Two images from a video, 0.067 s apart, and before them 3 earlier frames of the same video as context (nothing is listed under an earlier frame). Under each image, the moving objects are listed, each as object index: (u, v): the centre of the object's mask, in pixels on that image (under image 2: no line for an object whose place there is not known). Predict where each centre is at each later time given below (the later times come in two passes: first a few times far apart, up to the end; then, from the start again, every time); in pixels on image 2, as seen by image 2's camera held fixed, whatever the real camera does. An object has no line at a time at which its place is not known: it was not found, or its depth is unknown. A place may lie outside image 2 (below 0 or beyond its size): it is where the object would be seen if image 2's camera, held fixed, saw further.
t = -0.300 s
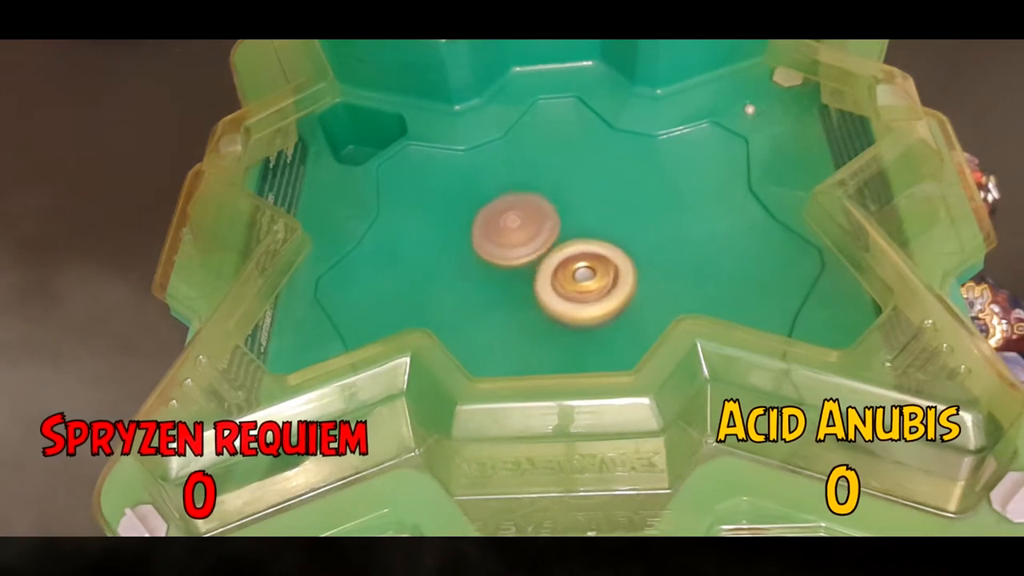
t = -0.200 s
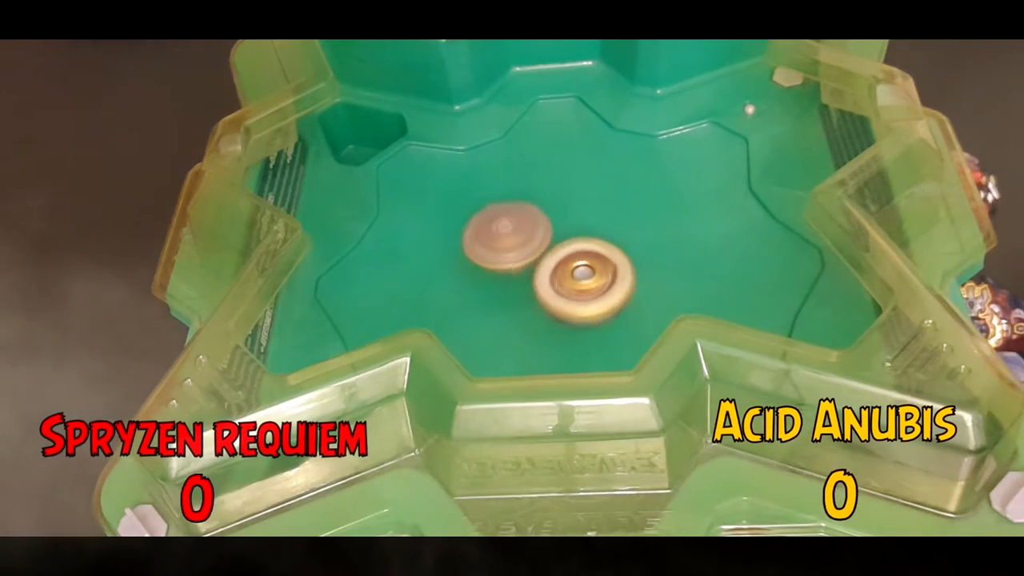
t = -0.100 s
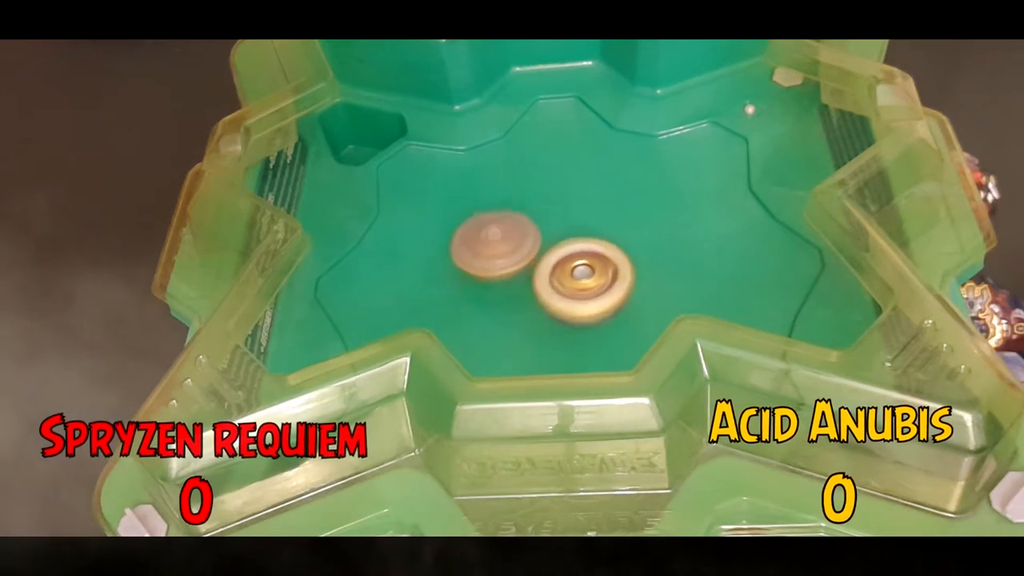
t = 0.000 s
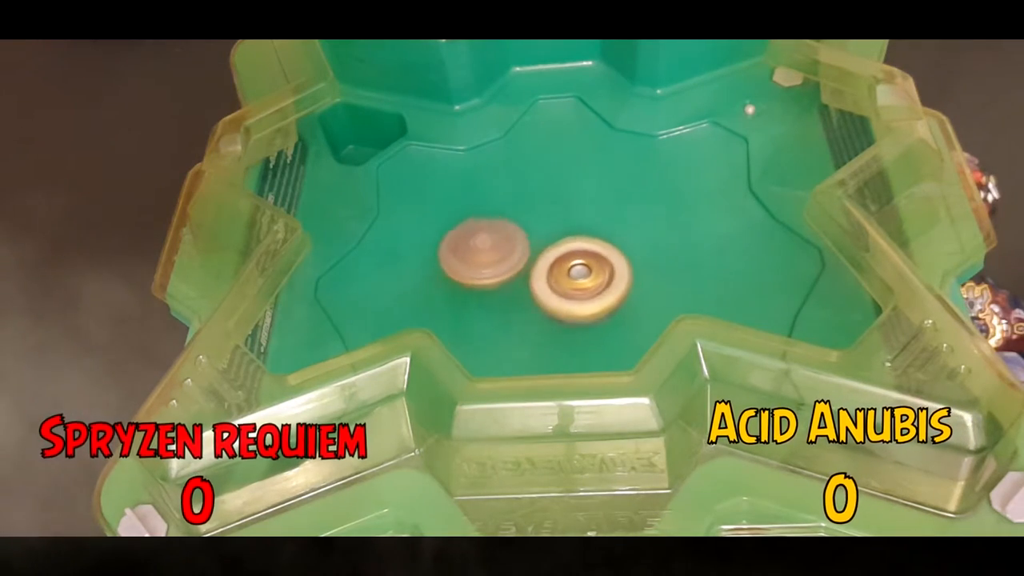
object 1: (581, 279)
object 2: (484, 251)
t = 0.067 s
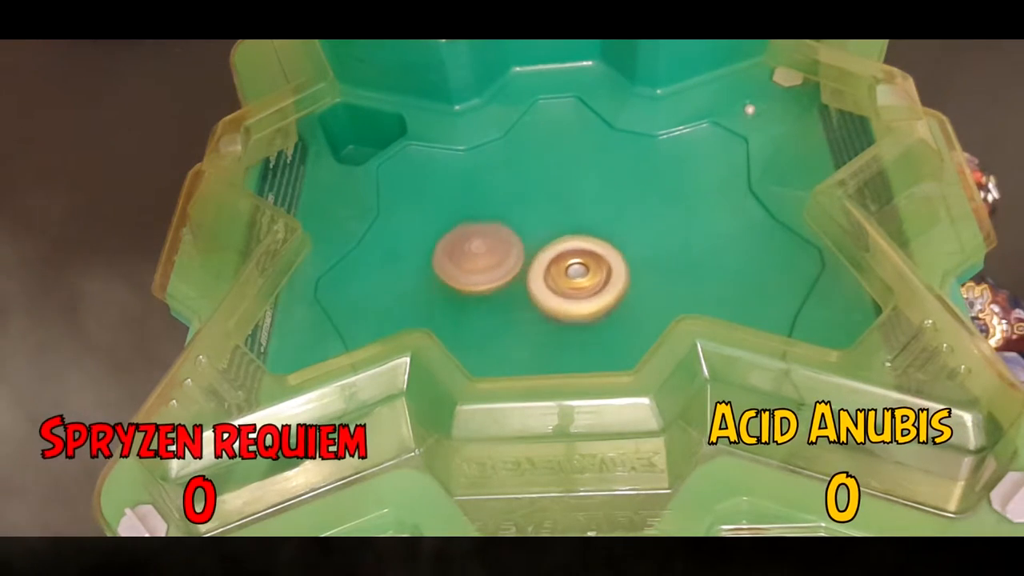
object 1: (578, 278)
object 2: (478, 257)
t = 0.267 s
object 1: (569, 275)
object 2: (467, 271)
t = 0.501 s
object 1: (573, 270)
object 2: (473, 289)
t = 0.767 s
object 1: (595, 260)
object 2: (468, 305)
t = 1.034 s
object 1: (587, 254)
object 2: (501, 313)
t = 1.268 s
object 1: (579, 245)
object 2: (518, 337)
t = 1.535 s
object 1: (560, 255)
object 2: (542, 347)
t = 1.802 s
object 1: (554, 268)
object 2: (567, 346)
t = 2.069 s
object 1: (557, 264)
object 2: (591, 342)
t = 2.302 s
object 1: (557, 257)
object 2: (609, 329)
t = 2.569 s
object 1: (548, 254)
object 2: (625, 314)
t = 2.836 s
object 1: (543, 262)
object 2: (638, 297)
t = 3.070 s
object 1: (536, 270)
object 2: (640, 283)
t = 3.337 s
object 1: (534, 277)
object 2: (642, 268)
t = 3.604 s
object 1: (539, 284)
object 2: (638, 253)
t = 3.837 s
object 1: (546, 286)
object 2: (634, 244)
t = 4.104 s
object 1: (546, 290)
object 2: (624, 235)
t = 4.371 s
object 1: (547, 292)
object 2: (611, 226)
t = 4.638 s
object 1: (550, 292)
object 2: (594, 220)
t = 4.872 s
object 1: (554, 292)
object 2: (581, 218)
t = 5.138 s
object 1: (562, 295)
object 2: (565, 218)
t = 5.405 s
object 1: (569, 296)
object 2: (548, 220)
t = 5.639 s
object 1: (576, 295)
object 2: (535, 217)
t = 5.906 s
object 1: (578, 291)
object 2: (527, 222)
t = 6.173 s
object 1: (585, 298)
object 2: (513, 222)
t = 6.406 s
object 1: (584, 292)
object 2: (507, 234)
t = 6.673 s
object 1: (577, 288)
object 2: (491, 250)
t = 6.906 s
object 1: (574, 286)
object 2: (480, 261)
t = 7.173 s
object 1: (577, 280)
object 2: (479, 270)
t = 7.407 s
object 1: (587, 271)
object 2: (480, 277)
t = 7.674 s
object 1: (586, 261)
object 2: (488, 289)
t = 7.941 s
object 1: (597, 247)
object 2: (471, 305)
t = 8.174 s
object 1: (583, 250)
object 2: (483, 309)
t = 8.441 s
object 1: (581, 263)
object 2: (504, 326)
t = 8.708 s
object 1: (588, 263)
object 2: (514, 339)
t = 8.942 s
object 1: (584, 265)
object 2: (531, 337)
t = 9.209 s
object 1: (577, 262)
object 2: (548, 341)
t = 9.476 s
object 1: (562, 258)
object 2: (560, 344)
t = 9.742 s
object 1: (550, 262)
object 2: (571, 340)
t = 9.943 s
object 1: (549, 265)
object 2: (585, 340)
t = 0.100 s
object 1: (576, 278)
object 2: (476, 259)
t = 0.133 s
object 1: (574, 277)
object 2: (474, 262)
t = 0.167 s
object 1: (573, 277)
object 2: (472, 264)
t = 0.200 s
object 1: (570, 277)
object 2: (471, 267)
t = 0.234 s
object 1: (569, 276)
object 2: (469, 269)
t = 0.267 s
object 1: (569, 275)
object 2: (467, 271)
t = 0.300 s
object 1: (571, 274)
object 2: (468, 274)
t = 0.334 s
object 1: (570, 274)
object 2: (468, 276)
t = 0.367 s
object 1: (571, 273)
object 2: (469, 279)
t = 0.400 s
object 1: (570, 272)
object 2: (470, 282)
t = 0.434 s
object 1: (572, 271)
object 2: (470, 284)
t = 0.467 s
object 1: (572, 270)
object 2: (472, 286)
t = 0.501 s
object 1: (573, 270)
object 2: (473, 289)
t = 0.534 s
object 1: (574, 269)
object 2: (474, 292)
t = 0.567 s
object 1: (581, 267)
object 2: (467, 294)
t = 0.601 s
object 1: (585, 266)
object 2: (465, 296)
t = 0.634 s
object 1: (589, 265)
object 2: (465, 298)
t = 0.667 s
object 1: (591, 264)
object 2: (465, 300)
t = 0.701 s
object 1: (593, 263)
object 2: (466, 302)
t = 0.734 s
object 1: (594, 261)
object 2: (467, 303)
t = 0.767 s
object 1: (595, 260)
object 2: (468, 305)
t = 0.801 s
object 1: (595, 259)
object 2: (471, 306)
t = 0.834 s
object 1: (595, 257)
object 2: (473, 307)
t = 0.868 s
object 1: (595, 256)
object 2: (477, 308)
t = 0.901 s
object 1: (594, 255)
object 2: (481, 309)
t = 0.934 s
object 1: (593, 255)
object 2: (486, 310)
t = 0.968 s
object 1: (591, 254)
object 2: (490, 311)
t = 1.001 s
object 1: (589, 254)
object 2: (495, 312)
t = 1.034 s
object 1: (587, 254)
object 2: (501, 313)
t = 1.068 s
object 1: (584, 255)
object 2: (507, 313)
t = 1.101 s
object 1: (582, 253)
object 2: (510, 316)
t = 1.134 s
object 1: (584, 249)
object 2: (508, 324)
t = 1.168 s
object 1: (584, 247)
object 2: (508, 328)
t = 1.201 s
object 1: (583, 246)
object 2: (512, 331)
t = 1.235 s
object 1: (582, 246)
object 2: (515, 334)
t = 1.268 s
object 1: (579, 245)
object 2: (518, 337)
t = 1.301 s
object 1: (578, 246)
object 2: (521, 340)
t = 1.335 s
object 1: (576, 246)
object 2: (524, 342)
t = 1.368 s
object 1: (572, 247)
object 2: (527, 343)
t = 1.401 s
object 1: (570, 248)
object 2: (530, 345)
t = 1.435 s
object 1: (567, 249)
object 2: (533, 346)
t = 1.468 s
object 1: (565, 251)
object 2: (536, 347)
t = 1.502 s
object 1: (563, 252)
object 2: (539, 347)
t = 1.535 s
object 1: (560, 255)
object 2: (542, 347)
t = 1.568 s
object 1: (559, 258)
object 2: (545, 347)
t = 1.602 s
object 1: (557, 260)
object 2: (549, 347)
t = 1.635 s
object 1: (555, 264)
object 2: (552, 346)
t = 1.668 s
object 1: (555, 266)
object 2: (555, 345)
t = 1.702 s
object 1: (553, 267)
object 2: (558, 345)
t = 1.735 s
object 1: (553, 267)
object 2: (561, 347)
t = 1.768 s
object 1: (554, 267)
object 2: (564, 347)
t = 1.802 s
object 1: (554, 268)
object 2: (567, 346)
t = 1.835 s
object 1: (555, 269)
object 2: (571, 346)
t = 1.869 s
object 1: (555, 268)
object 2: (574, 346)
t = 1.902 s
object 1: (555, 268)
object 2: (576, 346)
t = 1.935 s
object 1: (556, 267)
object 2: (580, 346)
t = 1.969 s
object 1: (555, 266)
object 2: (583, 345)
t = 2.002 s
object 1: (556, 266)
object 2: (586, 344)
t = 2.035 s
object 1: (557, 265)
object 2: (588, 343)
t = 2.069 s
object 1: (557, 264)
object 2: (591, 342)
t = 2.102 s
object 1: (558, 264)
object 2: (593, 341)
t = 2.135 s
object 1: (557, 263)
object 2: (596, 338)
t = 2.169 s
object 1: (557, 262)
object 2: (598, 336)
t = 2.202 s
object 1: (558, 262)
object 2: (601, 334)
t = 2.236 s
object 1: (557, 259)
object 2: (603, 333)
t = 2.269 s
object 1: (556, 258)
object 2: (605, 332)
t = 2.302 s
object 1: (557, 257)
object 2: (609, 329)
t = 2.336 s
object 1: (555, 257)
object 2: (611, 326)
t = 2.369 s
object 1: (554, 257)
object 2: (614, 323)
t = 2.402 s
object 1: (555, 256)
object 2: (616, 321)
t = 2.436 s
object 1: (553, 257)
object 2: (618, 318)
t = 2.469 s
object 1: (552, 257)
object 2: (620, 316)
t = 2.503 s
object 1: (551, 255)
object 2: (623, 315)
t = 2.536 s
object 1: (551, 255)
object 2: (623, 315)
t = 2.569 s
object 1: (548, 254)
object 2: (625, 314)
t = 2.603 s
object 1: (548, 254)
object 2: (628, 311)
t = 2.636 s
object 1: (547, 254)
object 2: (631, 309)
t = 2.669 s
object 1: (546, 256)
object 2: (633, 307)
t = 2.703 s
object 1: (545, 257)
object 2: (634, 305)
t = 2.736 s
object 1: (544, 258)
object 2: (636, 303)
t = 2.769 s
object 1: (543, 260)
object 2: (637, 301)
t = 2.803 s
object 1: (542, 261)
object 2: (637, 299)
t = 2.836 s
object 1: (543, 262)
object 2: (638, 297)
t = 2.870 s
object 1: (542, 265)
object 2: (638, 294)
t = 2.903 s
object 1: (542, 266)
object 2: (638, 292)
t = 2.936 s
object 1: (539, 267)
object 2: (640, 291)
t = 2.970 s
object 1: (538, 268)
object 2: (640, 290)
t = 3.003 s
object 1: (537, 268)
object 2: (641, 287)
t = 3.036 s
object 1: (536, 268)
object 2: (641, 286)
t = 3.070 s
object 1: (536, 270)
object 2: (640, 283)
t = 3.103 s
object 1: (536, 270)
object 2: (639, 282)
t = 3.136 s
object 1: (537, 271)
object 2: (638, 279)
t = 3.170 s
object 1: (535, 273)
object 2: (641, 278)
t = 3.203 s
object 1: (533, 273)
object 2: (643, 276)
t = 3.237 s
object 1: (533, 273)
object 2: (642, 274)
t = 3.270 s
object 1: (532, 275)
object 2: (643, 272)
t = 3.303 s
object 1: (532, 276)
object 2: (643, 270)
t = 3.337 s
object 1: (534, 277)
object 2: (642, 268)
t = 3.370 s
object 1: (534, 279)
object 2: (641, 266)
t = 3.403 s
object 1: (535, 280)
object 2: (640, 264)
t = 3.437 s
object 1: (538, 280)
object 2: (638, 262)
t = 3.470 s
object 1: (538, 282)
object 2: (638, 261)
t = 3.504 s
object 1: (538, 283)
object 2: (638, 259)
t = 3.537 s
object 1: (539, 283)
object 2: (637, 258)
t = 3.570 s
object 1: (540, 283)
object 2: (637, 255)
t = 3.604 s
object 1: (539, 284)
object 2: (638, 253)
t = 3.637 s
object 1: (540, 286)
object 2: (639, 252)
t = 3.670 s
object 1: (540, 285)
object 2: (638, 250)
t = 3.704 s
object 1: (539, 285)
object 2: (638, 249)
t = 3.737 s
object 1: (541, 286)
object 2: (637, 247)
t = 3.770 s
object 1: (542, 286)
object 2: (636, 246)
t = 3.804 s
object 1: (544, 286)
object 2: (635, 246)
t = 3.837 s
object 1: (546, 286)
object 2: (634, 244)
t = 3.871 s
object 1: (546, 287)
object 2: (633, 243)
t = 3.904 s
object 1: (547, 287)
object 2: (632, 243)
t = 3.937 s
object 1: (546, 288)
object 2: (630, 242)
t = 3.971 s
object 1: (546, 289)
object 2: (630, 239)
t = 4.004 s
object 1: (546, 290)
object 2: (630, 239)
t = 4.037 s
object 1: (545, 289)
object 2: (628, 237)
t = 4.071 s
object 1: (545, 290)
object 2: (626, 236)
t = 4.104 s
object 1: (546, 290)
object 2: (624, 235)
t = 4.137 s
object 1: (546, 289)
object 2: (621, 234)
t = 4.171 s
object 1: (546, 289)
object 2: (619, 234)
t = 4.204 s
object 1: (546, 290)
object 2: (617, 233)
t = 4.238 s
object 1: (546, 290)
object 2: (617, 231)
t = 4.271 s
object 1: (546, 291)
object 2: (617, 230)
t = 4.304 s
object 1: (545, 291)
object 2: (614, 228)
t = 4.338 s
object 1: (545, 291)
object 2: (612, 227)
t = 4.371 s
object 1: (547, 292)
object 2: (611, 226)
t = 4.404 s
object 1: (547, 291)
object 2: (608, 225)
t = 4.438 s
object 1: (547, 291)
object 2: (606, 224)
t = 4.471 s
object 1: (548, 291)
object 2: (604, 224)
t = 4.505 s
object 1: (549, 290)
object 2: (601, 223)
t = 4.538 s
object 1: (550, 290)
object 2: (599, 222)
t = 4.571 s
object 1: (550, 291)
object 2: (598, 222)
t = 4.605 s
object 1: (550, 291)
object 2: (596, 222)
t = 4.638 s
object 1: (550, 292)
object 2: (594, 220)
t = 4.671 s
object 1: (550, 292)
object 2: (592, 220)
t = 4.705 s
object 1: (550, 291)
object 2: (589, 219)
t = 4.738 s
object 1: (550, 292)
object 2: (588, 219)
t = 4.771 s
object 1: (550, 291)
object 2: (586, 219)
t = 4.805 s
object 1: (552, 291)
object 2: (583, 219)
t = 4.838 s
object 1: (552, 292)
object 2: (582, 218)
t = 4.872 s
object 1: (554, 292)
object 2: (581, 218)
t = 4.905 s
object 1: (554, 293)
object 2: (579, 217)
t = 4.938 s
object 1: (554, 294)
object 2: (578, 216)
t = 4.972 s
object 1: (556, 295)
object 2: (575, 217)
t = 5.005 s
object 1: (556, 295)
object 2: (573, 216)
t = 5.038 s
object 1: (558, 296)
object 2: (571, 216)
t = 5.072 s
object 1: (559, 296)
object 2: (569, 217)
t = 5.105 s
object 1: (560, 296)
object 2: (567, 218)
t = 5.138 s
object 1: (562, 295)
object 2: (565, 218)
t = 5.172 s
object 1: (563, 295)
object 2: (563, 219)
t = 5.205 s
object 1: (564, 295)
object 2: (561, 220)
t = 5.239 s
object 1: (565, 295)
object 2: (559, 220)
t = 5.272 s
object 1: (565, 296)
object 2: (557, 220)
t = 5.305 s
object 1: (567, 295)
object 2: (555, 221)
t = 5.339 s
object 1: (566, 295)
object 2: (552, 221)
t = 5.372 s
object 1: (568, 295)
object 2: (550, 221)
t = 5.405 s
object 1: (569, 296)
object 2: (548, 220)
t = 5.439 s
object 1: (570, 295)
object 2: (546, 221)
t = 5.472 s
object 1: (570, 295)
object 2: (543, 221)
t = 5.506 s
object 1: (570, 294)
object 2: (541, 221)
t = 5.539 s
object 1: (571, 293)
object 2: (540, 222)
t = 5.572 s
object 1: (570, 292)
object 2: (538, 222)
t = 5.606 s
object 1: (572, 292)
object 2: (536, 220)
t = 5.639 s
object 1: (576, 295)
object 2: (535, 217)
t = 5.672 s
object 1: (576, 295)
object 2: (535, 218)
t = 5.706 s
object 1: (577, 296)
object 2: (532, 218)
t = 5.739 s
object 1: (577, 296)
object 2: (531, 217)
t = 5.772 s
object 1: (578, 295)
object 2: (531, 218)
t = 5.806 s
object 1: (578, 295)
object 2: (529, 219)
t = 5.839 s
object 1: (579, 293)
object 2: (528, 220)
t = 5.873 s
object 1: (579, 293)
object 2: (528, 220)
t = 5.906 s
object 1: (578, 291)
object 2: (527, 222)
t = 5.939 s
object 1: (578, 290)
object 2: (527, 224)
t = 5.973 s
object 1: (577, 289)
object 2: (526, 226)
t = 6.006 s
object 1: (579, 289)
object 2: (524, 227)
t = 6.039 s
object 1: (583, 294)
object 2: (519, 221)
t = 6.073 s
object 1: (584, 295)
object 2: (519, 219)
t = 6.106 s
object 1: (584, 297)
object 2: (517, 221)
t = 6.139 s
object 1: (584, 297)
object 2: (515, 222)
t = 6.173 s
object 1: (585, 298)
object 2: (513, 222)
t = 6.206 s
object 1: (585, 297)
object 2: (512, 224)
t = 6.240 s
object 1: (586, 297)
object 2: (511, 225)
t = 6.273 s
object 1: (586, 297)
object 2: (509, 226)
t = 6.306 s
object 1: (586, 296)
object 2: (509, 228)
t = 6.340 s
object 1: (586, 295)
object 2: (508, 230)
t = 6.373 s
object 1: (585, 293)
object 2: (507, 233)
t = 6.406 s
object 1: (584, 292)
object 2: (507, 234)
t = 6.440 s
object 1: (582, 290)
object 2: (505, 238)
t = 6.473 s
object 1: (580, 289)
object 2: (505, 241)
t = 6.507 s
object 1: (579, 289)
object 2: (503, 243)
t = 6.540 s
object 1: (581, 288)
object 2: (499, 242)
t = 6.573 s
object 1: (579, 288)
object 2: (498, 244)
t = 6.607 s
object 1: (578, 288)
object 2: (495, 245)
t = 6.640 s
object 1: (578, 289)
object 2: (493, 248)
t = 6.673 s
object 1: (577, 288)
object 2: (491, 250)
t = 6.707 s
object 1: (576, 288)
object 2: (489, 251)
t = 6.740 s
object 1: (573, 288)
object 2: (487, 253)
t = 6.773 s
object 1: (573, 288)
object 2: (485, 255)
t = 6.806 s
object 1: (573, 286)
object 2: (482, 258)
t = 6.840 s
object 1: (573, 286)
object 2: (482, 258)
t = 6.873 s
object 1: (573, 286)
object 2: (482, 259)
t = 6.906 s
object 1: (574, 286)
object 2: (480, 261)
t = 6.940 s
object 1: (574, 286)
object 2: (480, 262)
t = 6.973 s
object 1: (575, 285)
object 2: (479, 263)
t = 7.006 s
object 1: (576, 284)
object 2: (478, 265)
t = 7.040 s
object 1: (578, 283)
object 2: (477, 265)
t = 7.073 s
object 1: (579, 283)
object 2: (479, 266)
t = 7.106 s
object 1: (578, 282)
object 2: (479, 268)
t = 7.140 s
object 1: (579, 281)
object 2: (479, 270)
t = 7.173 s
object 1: (577, 280)
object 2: (479, 270)
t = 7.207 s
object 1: (580, 278)
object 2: (479, 271)
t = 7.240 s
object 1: (581, 278)
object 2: (479, 271)
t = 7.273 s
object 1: (582, 276)
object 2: (481, 272)
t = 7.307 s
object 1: (585, 276)
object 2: (478, 274)
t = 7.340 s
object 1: (587, 273)
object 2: (477, 274)
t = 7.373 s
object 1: (587, 272)
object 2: (480, 275)
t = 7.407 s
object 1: (587, 271)
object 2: (480, 277)
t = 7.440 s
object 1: (589, 270)
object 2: (481, 278)
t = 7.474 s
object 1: (588, 268)
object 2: (481, 279)
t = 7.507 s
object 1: (587, 267)
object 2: (484, 281)
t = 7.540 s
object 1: (585, 265)
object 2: (485, 283)
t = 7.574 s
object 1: (588, 263)
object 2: (483, 284)
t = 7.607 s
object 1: (587, 261)
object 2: (486, 284)
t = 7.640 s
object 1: (586, 261)
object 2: (488, 287)
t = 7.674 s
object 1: (586, 261)
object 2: (488, 289)
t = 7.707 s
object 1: (586, 260)
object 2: (489, 290)
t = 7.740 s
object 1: (586, 257)
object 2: (487, 293)
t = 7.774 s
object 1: (593, 254)
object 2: (477, 298)
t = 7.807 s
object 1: (595, 252)
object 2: (473, 300)
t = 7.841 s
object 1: (597, 251)
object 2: (473, 301)
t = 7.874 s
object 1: (597, 250)
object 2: (473, 303)
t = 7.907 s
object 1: (598, 248)
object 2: (471, 304)
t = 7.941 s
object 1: (597, 247)
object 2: (471, 305)
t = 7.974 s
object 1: (596, 246)
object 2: (471, 306)
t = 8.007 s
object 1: (594, 246)
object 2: (472, 307)
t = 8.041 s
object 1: (593, 246)
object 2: (472, 308)
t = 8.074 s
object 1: (590, 247)
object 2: (474, 308)
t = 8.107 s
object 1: (588, 247)
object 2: (476, 308)
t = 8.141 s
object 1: (585, 249)
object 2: (480, 309)
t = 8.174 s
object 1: (583, 250)
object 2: (483, 309)
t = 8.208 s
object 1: (580, 253)
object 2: (487, 311)
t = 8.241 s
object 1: (579, 256)
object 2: (490, 311)
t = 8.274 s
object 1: (576, 259)
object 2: (495, 313)
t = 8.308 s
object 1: (576, 261)
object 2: (497, 314)
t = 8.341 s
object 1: (576, 262)
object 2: (500, 317)
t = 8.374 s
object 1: (577, 261)
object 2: (500, 320)
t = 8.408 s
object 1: (578, 263)
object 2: (502, 324)
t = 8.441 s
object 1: (581, 263)
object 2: (504, 326)
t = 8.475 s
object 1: (582, 263)
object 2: (505, 329)
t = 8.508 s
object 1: (584, 263)
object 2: (507, 331)
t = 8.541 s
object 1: (584, 263)
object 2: (508, 334)
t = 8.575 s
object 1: (586, 263)
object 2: (509, 335)
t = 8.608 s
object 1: (587, 263)
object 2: (509, 337)
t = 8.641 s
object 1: (587, 263)
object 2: (511, 338)
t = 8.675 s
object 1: (587, 263)
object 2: (512, 339)
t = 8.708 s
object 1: (588, 263)
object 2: (514, 339)
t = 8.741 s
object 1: (588, 263)
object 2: (515, 339)
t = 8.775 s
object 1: (588, 263)
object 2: (517, 339)
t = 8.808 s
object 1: (587, 263)
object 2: (519, 339)
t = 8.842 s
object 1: (586, 264)
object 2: (522, 339)
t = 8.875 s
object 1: (585, 264)
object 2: (525, 338)
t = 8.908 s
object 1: (585, 264)
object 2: (529, 337)
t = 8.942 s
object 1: (584, 265)
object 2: (531, 337)
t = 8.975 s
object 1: (584, 263)
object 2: (530, 339)
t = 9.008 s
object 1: (583, 262)
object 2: (530, 340)
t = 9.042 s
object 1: (583, 263)
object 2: (534, 339)
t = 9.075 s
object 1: (582, 262)
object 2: (537, 340)
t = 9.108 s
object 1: (581, 262)
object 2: (541, 340)
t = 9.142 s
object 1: (579, 261)
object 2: (542, 341)
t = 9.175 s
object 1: (578, 262)
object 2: (546, 341)
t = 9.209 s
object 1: (577, 262)
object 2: (548, 341)
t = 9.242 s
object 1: (575, 262)
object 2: (551, 342)
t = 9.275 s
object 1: (572, 261)
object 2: (551, 342)
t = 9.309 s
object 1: (570, 262)
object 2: (552, 342)
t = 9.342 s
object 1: (569, 260)
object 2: (553, 343)
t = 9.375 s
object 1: (566, 259)
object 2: (554, 344)
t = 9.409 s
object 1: (565, 259)
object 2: (557, 343)
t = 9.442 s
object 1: (563, 258)
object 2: (559, 344)
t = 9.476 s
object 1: (562, 258)
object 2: (560, 344)
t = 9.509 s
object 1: (559, 259)
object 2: (561, 343)
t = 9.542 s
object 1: (558, 260)
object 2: (564, 343)
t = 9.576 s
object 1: (557, 260)
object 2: (566, 342)
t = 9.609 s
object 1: (555, 261)
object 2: (567, 341)
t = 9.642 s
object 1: (553, 262)
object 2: (569, 341)
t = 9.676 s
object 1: (552, 262)
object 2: (570, 340)
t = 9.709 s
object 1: (550, 262)
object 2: (570, 340)
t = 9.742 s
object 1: (550, 262)
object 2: (571, 340)
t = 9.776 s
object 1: (548, 262)
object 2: (573, 340)
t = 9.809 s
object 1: (549, 263)
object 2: (577, 340)
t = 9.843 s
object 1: (549, 262)
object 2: (579, 340)
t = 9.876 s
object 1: (549, 263)
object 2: (581, 341)
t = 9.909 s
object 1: (549, 264)
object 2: (582, 340)
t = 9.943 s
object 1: (549, 265)
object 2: (585, 340)
